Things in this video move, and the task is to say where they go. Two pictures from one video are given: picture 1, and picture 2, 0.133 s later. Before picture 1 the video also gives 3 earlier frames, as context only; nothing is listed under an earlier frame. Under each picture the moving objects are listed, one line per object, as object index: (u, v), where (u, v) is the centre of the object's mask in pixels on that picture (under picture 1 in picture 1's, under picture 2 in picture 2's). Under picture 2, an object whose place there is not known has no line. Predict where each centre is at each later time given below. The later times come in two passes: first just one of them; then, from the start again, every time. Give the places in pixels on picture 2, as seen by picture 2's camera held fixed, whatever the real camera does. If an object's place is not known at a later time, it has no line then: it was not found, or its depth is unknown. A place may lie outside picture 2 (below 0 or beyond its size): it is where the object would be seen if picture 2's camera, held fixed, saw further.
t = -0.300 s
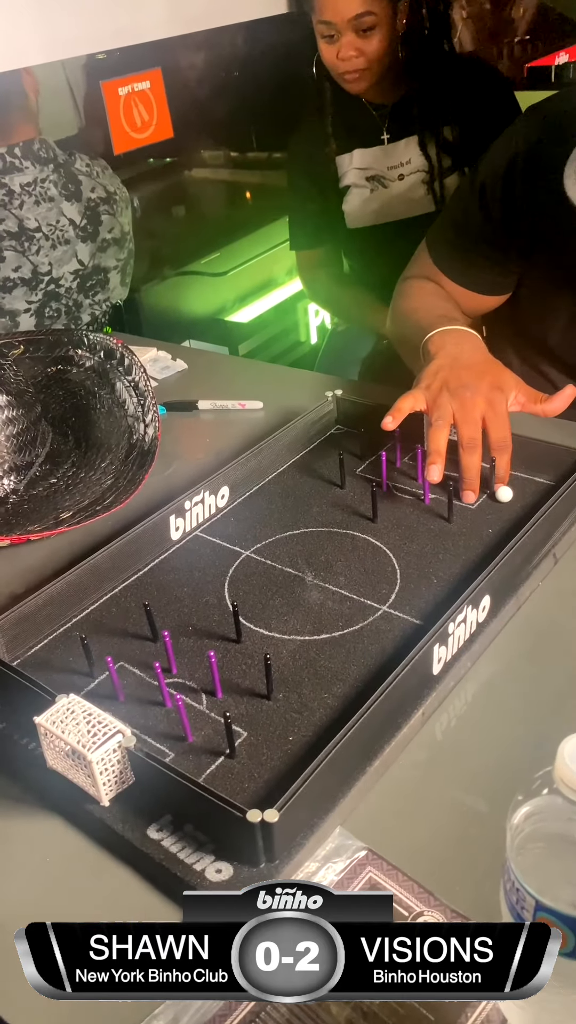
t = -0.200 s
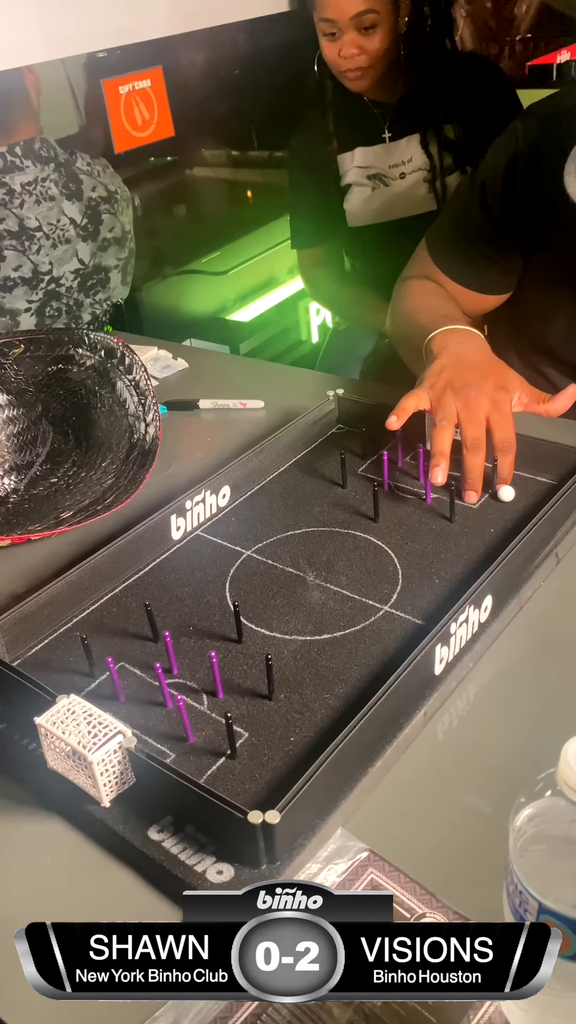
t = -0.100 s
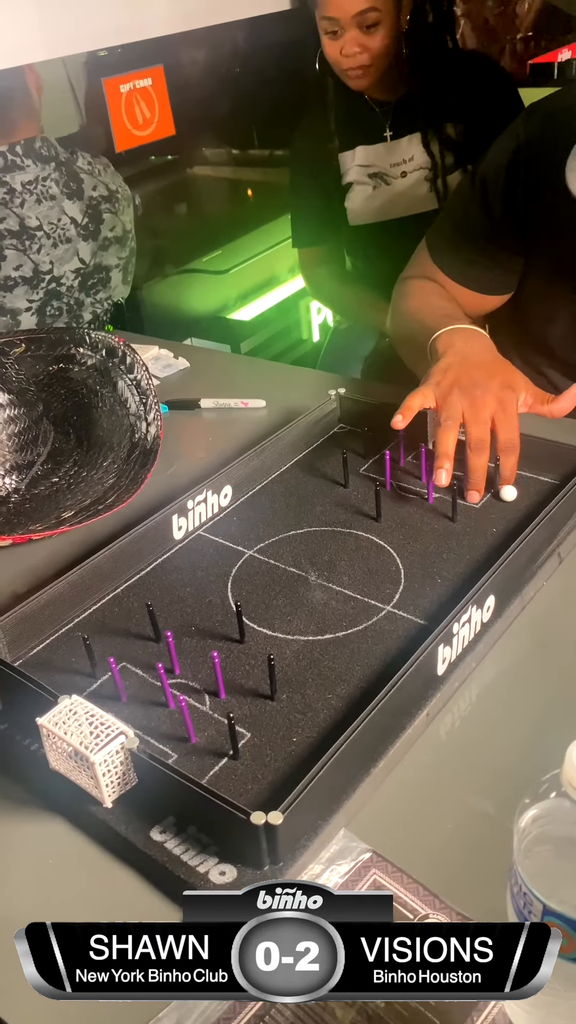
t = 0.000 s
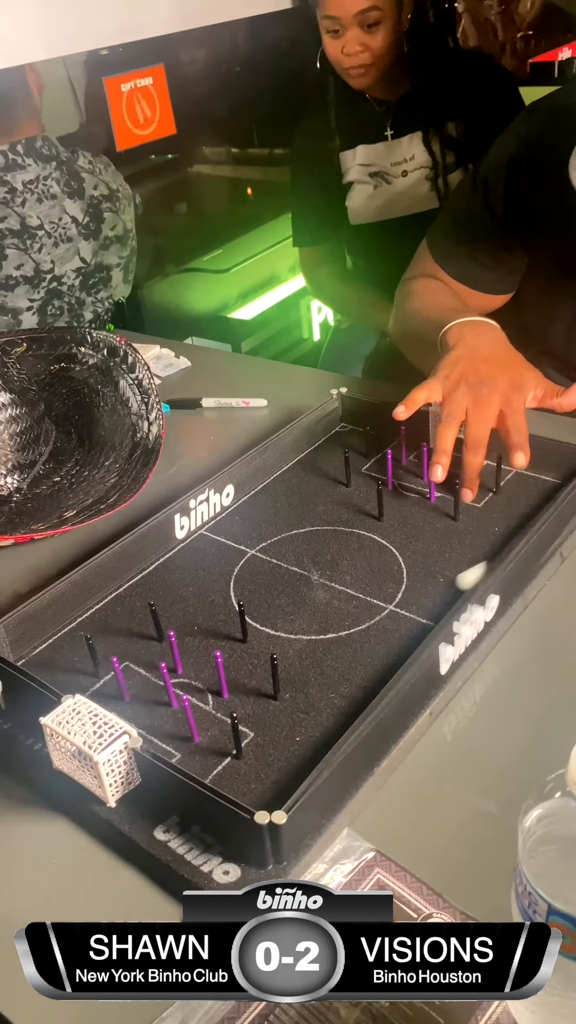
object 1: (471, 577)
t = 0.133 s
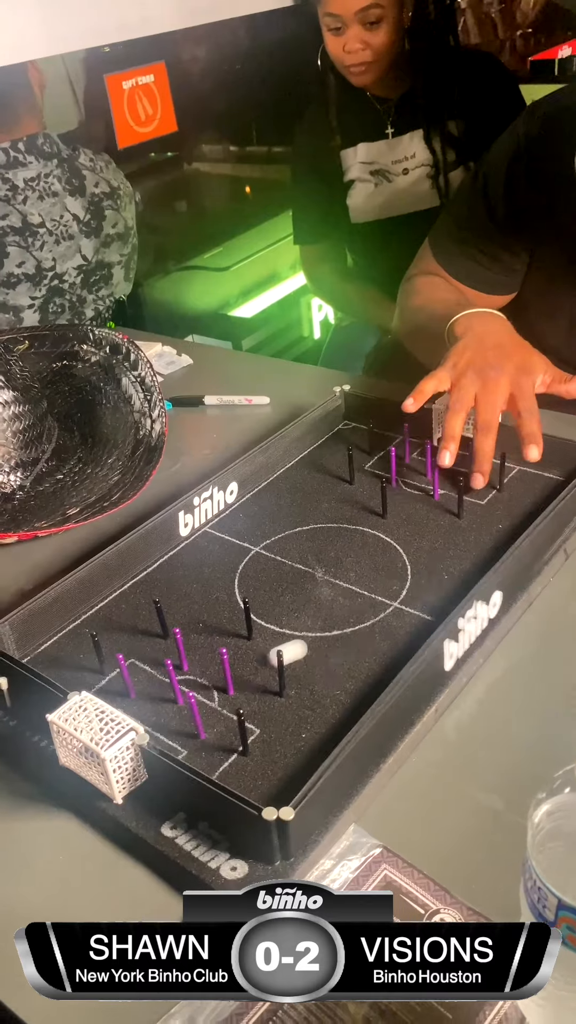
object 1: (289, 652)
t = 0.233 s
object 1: (238, 654)
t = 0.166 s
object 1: (246, 674)
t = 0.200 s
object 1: (240, 663)
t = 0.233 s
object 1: (238, 654)
